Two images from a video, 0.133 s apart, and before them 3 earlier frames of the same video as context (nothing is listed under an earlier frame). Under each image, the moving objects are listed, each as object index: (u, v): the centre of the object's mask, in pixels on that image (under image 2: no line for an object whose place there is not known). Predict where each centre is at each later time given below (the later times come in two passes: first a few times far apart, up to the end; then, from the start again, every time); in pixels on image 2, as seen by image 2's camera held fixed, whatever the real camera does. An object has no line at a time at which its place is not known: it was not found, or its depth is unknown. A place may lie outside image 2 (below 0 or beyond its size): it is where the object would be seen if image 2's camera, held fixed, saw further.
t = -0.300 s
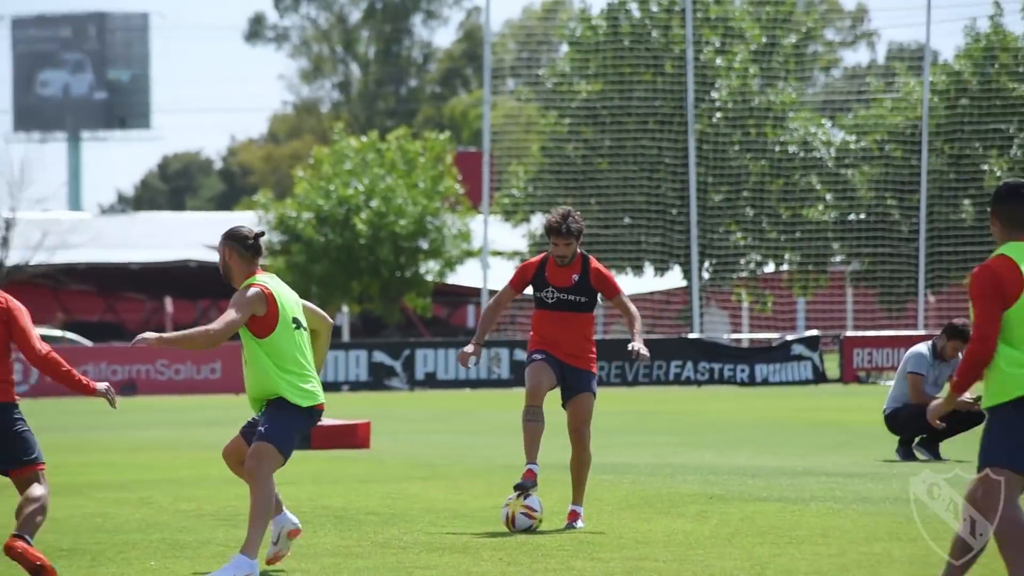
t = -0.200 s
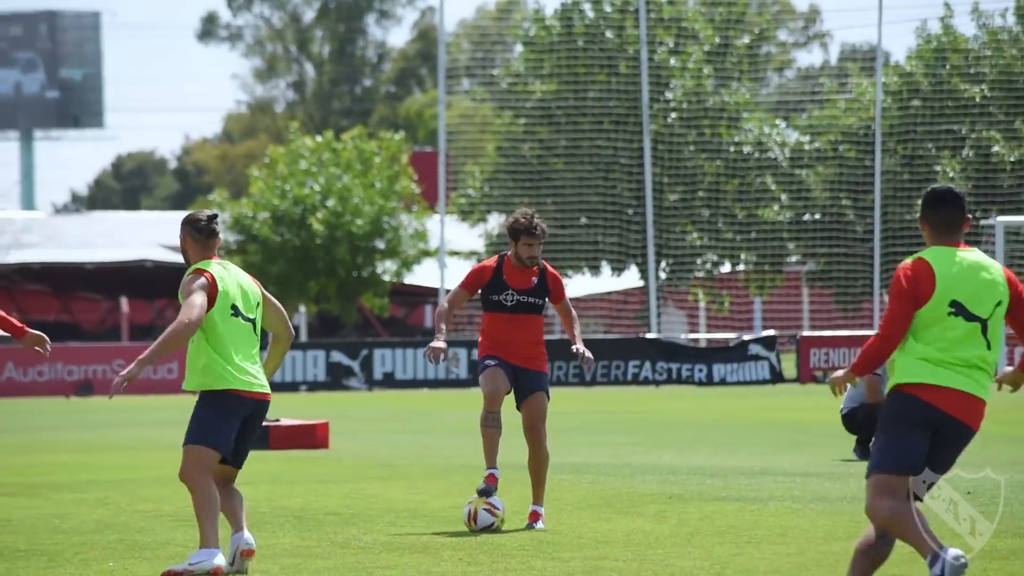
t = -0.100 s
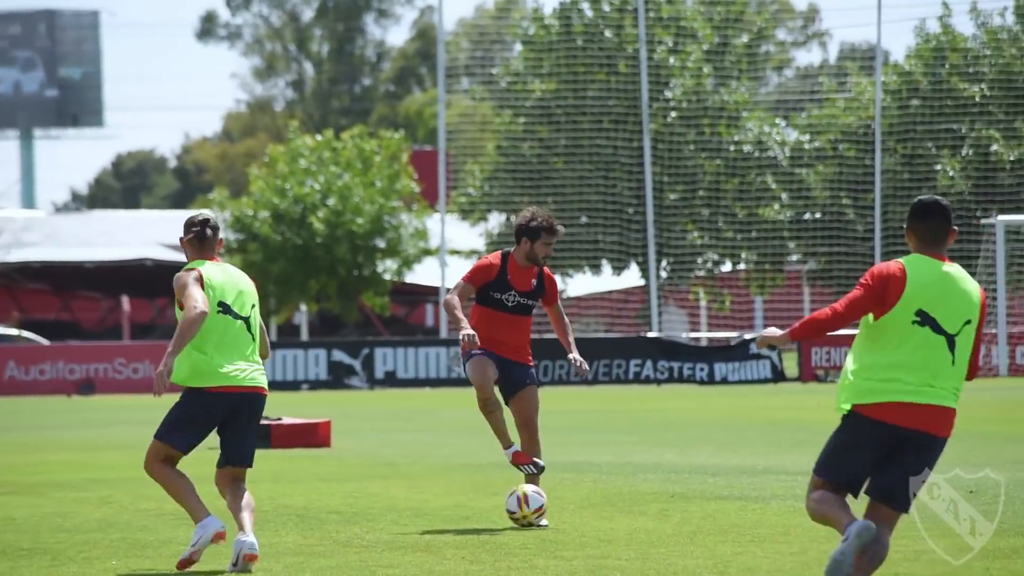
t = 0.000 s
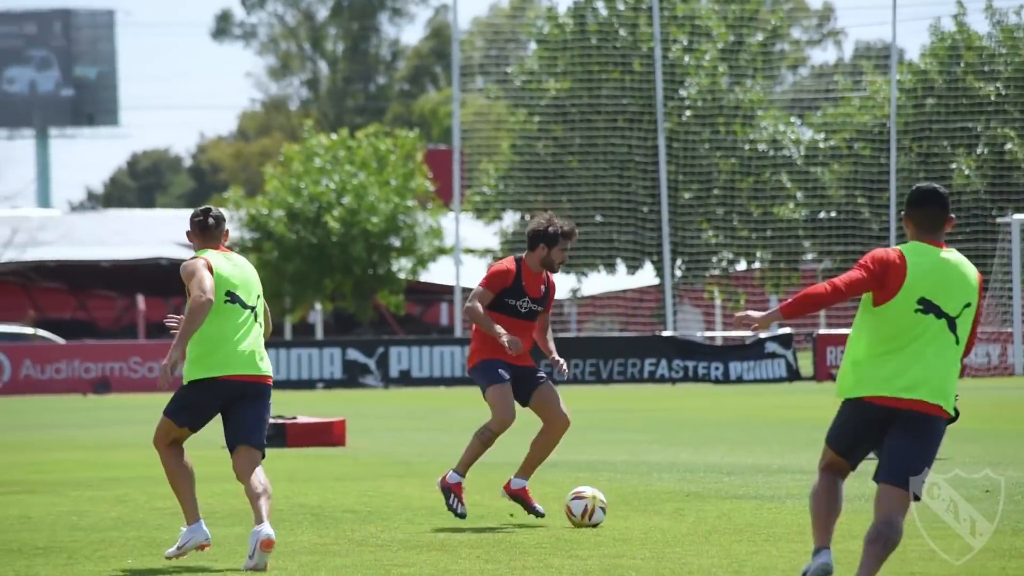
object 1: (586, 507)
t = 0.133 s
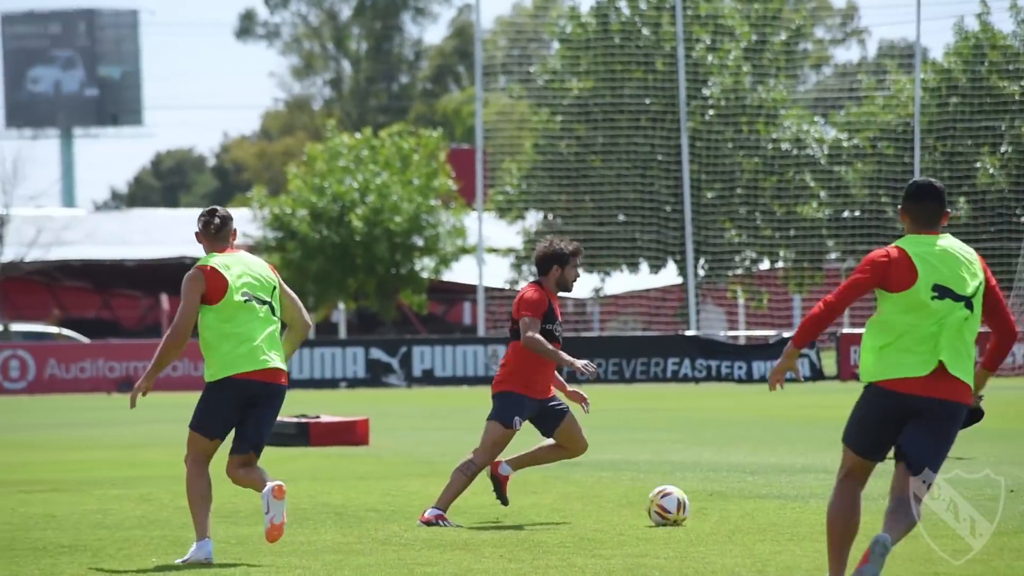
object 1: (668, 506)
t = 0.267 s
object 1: (724, 503)
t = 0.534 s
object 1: (829, 499)
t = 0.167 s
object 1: (682, 506)
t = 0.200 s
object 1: (696, 504)
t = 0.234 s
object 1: (709, 503)
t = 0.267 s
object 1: (724, 503)
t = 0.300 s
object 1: (737, 503)
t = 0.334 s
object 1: (750, 502)
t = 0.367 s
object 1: (763, 501)
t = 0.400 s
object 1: (777, 501)
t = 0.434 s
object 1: (790, 500)
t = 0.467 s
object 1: (803, 499)
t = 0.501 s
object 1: (815, 499)
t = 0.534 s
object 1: (829, 499)
